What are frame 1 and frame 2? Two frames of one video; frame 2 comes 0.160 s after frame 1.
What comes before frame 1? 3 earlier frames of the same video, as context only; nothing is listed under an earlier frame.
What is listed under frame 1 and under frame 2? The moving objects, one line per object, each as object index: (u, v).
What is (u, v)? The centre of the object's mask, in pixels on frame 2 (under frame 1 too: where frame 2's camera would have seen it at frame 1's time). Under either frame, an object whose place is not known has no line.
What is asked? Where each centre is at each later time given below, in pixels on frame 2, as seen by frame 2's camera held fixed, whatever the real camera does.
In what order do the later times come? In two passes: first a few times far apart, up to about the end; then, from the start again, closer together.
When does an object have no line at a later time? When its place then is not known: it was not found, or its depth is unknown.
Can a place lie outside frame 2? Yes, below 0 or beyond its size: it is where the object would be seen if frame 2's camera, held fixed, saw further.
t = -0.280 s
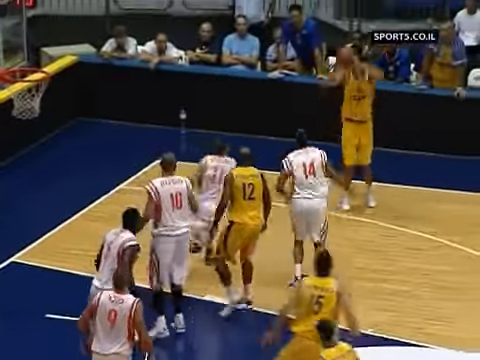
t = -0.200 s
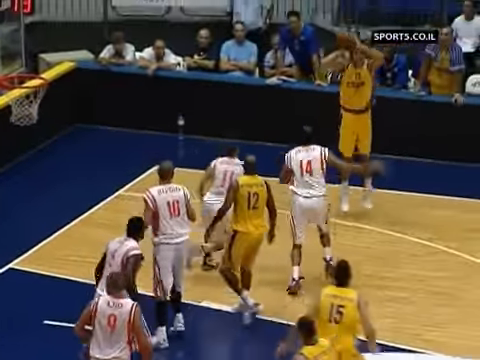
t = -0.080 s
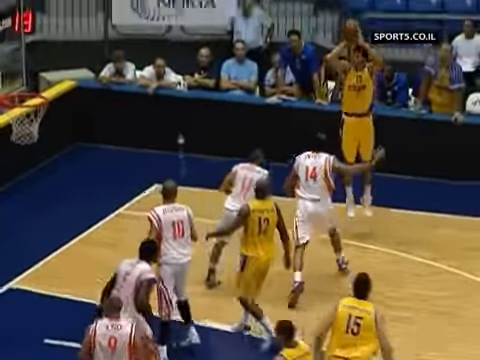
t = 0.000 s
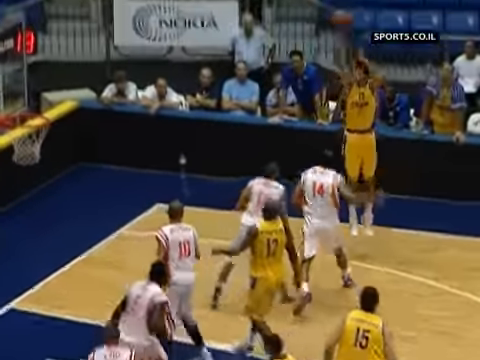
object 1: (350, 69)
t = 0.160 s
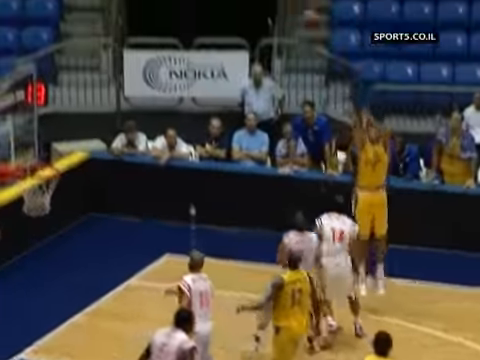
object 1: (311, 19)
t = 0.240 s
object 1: (287, -3)
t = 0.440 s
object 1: (235, -23)
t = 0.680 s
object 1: (168, -7)
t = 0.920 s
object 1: (100, 58)
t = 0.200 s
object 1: (297, 9)
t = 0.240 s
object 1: (287, -3)
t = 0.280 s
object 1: (276, -8)
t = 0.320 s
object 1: (267, -12)
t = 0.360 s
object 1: (256, -17)
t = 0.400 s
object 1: (245, -21)
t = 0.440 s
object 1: (235, -23)
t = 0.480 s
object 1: (224, -21)
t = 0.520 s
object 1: (214, -19)
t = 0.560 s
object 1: (203, -18)
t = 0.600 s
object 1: (192, -15)
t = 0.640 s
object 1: (181, -11)
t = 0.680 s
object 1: (168, -7)
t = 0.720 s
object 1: (157, 1)
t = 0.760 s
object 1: (146, 10)
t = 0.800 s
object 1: (135, 19)
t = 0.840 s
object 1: (124, 30)
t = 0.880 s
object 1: (112, 44)
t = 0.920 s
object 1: (100, 58)
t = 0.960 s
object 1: (90, 76)
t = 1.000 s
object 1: (78, 93)
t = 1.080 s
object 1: (55, 133)
